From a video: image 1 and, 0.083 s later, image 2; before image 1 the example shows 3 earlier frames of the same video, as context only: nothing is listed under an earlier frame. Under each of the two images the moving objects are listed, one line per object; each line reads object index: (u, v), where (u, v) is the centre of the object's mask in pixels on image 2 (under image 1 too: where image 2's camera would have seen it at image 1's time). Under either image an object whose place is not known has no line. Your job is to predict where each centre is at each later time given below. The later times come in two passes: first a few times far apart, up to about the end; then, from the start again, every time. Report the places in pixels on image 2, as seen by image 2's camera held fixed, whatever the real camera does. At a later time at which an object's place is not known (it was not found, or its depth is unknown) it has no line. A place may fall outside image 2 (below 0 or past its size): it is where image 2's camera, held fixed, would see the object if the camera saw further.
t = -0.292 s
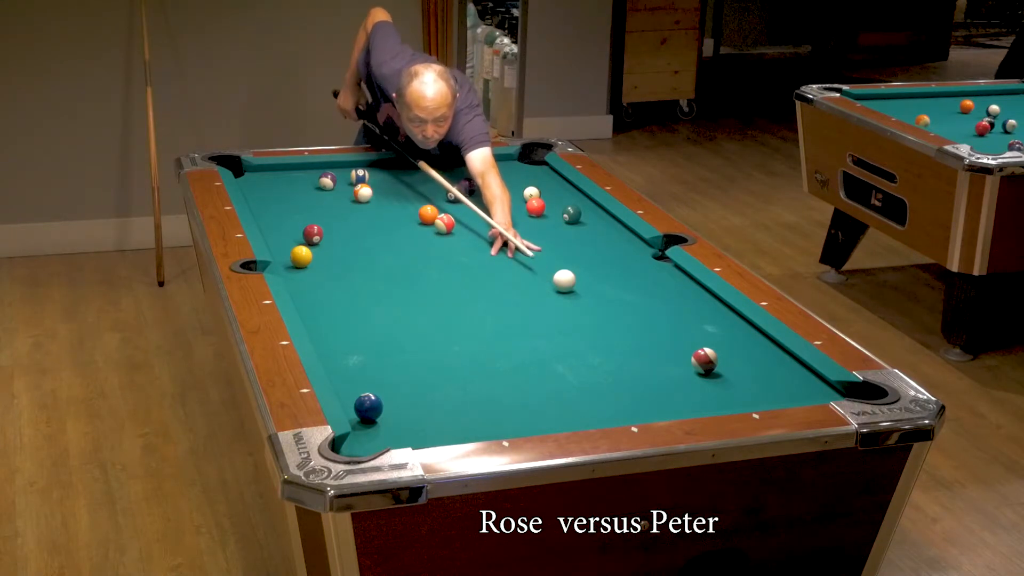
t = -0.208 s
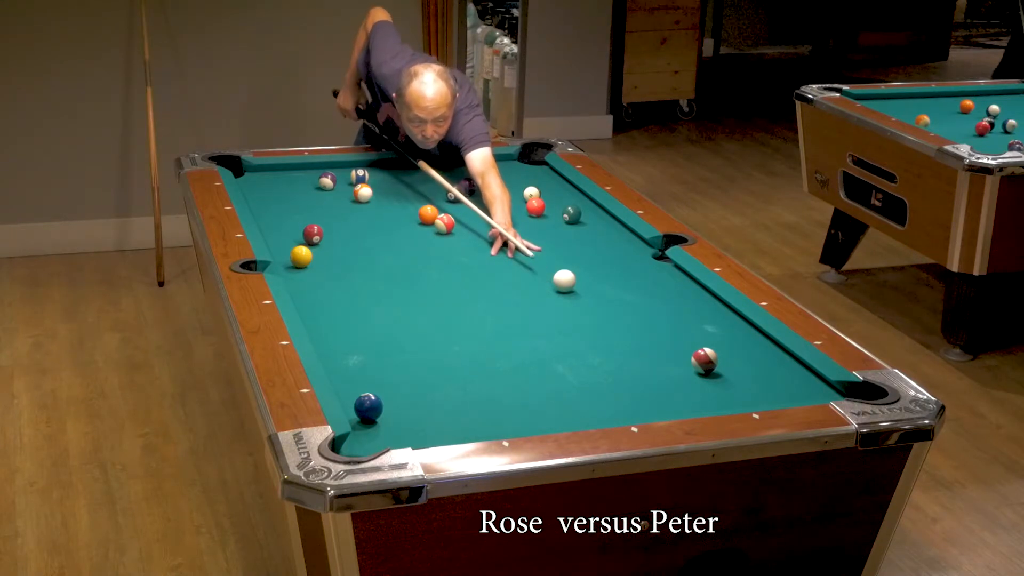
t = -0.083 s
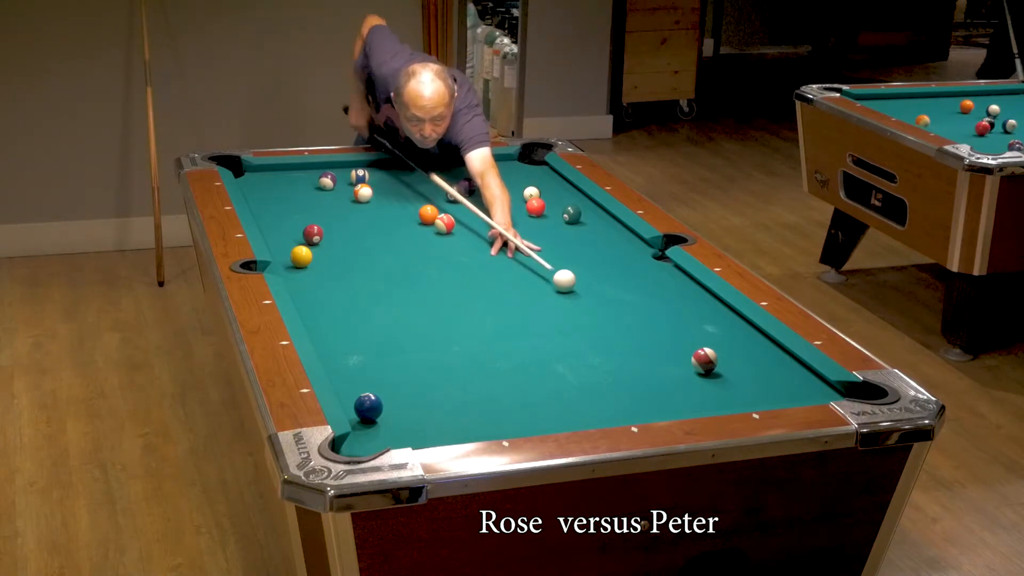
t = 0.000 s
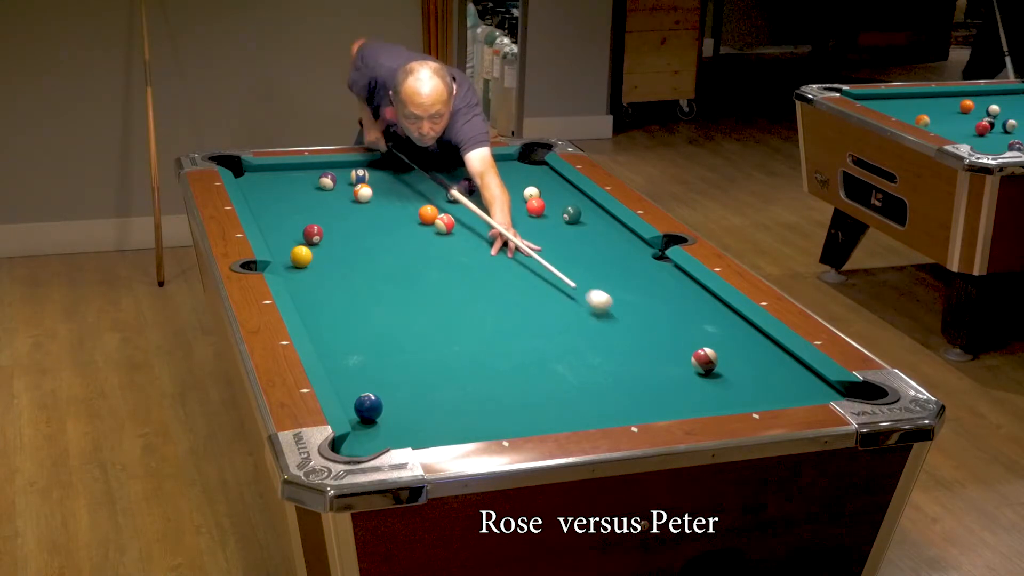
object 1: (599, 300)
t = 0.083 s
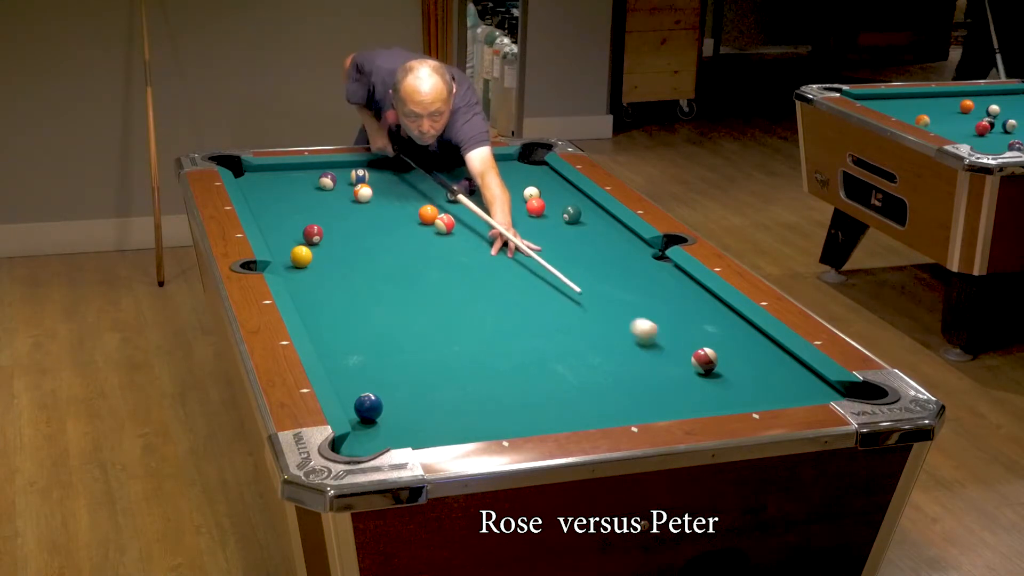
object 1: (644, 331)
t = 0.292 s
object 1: (663, 387)
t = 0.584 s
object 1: (585, 391)
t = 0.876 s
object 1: (483, 361)
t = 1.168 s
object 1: (393, 334)
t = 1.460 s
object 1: (313, 311)
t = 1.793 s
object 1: (327, 285)
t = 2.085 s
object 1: (345, 264)
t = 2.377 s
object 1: (360, 247)
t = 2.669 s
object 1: (374, 231)
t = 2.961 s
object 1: (385, 218)
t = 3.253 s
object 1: (396, 206)
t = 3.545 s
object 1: (405, 195)
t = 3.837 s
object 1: (414, 186)
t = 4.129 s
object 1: (421, 177)
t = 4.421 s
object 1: (427, 170)
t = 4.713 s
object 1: (433, 163)
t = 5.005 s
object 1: (440, 161)
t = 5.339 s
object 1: (450, 164)
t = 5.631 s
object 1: (456, 166)
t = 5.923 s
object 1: (461, 167)
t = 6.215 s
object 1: (465, 168)
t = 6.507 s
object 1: (467, 169)
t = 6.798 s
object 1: (469, 169)
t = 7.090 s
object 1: (469, 169)
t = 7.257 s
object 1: (469, 169)
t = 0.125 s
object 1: (667, 346)
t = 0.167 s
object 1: (676, 359)
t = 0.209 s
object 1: (670, 367)
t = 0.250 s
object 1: (665, 377)
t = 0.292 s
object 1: (663, 387)
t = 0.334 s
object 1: (662, 398)
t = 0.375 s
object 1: (661, 406)
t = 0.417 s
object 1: (651, 408)
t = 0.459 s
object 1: (633, 405)
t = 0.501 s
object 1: (617, 400)
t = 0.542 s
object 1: (601, 395)
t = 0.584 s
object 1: (585, 391)
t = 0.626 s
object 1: (570, 387)
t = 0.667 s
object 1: (555, 382)
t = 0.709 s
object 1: (540, 378)
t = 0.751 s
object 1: (526, 374)
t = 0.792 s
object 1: (512, 369)
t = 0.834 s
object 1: (497, 365)
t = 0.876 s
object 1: (483, 361)
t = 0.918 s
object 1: (470, 357)
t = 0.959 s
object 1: (457, 353)
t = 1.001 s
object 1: (444, 349)
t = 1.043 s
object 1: (431, 345)
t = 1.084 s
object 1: (418, 342)
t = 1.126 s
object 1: (406, 338)
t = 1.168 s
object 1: (393, 334)
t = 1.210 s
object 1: (381, 331)
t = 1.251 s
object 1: (370, 327)
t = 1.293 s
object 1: (358, 324)
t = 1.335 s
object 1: (347, 321)
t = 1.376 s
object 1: (335, 317)
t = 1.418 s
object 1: (324, 314)
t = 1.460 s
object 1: (313, 311)
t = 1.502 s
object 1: (307, 307)
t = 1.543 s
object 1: (310, 304)
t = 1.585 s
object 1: (314, 300)
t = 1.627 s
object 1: (316, 297)
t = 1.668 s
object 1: (319, 294)
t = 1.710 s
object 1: (322, 291)
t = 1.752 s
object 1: (324, 288)
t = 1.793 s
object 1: (327, 285)
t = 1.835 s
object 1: (330, 281)
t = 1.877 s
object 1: (332, 279)
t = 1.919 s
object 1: (335, 276)
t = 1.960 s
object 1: (337, 273)
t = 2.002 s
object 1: (340, 270)
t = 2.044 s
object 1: (342, 267)
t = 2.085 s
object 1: (345, 264)
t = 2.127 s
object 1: (347, 262)
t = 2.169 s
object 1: (349, 259)
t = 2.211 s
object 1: (351, 257)
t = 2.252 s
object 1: (354, 254)
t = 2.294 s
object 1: (356, 252)
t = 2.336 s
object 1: (358, 249)
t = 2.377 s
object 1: (360, 247)
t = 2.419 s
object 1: (362, 244)
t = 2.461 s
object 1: (364, 242)
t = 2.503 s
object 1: (366, 240)
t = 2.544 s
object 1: (368, 238)
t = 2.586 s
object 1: (370, 236)
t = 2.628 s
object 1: (372, 233)
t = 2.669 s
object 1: (374, 231)
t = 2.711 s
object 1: (375, 229)
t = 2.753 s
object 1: (377, 227)
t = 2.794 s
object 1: (379, 225)
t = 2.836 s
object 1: (380, 223)
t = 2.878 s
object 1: (382, 222)
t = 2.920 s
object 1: (384, 220)
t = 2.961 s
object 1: (385, 218)
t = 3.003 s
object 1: (387, 216)
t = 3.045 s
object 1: (388, 214)
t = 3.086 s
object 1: (390, 212)
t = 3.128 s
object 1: (391, 211)
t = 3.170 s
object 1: (393, 209)
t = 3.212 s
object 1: (394, 207)
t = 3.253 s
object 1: (396, 206)
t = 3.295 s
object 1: (397, 204)
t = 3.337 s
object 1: (399, 203)
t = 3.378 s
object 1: (400, 201)
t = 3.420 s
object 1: (401, 200)
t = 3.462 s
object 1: (403, 198)
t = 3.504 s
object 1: (404, 196)
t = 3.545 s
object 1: (405, 195)
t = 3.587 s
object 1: (407, 194)
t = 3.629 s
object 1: (408, 192)
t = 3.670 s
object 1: (409, 191)
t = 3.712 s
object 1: (410, 190)
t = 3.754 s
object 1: (411, 188)
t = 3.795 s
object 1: (413, 187)
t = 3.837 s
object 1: (414, 186)
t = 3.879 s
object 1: (415, 184)
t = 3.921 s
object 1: (416, 183)
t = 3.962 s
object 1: (417, 182)
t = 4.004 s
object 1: (418, 181)
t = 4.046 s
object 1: (419, 180)
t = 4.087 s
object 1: (420, 179)
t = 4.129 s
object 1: (421, 177)
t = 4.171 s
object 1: (422, 176)
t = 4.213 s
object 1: (423, 175)
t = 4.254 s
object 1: (424, 174)
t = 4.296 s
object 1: (425, 173)
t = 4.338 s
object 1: (426, 172)
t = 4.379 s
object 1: (427, 171)
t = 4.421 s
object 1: (427, 170)
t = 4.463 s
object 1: (428, 169)
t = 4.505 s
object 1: (429, 168)
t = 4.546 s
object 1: (430, 167)
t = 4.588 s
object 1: (431, 166)
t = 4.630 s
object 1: (432, 165)
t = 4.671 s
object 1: (432, 164)
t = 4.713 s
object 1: (433, 163)
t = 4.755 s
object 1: (434, 162)
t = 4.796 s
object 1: (435, 162)
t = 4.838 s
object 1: (436, 161)
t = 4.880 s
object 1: (436, 160)
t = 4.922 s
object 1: (438, 161)
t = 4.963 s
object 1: (439, 161)
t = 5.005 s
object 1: (440, 161)
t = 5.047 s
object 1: (442, 162)
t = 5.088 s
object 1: (443, 162)
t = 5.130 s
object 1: (444, 162)
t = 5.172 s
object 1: (445, 163)
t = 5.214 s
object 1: (446, 163)
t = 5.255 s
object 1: (448, 163)
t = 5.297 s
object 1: (449, 164)
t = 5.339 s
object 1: (450, 164)
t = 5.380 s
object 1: (451, 164)
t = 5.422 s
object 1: (452, 165)
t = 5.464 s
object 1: (453, 165)
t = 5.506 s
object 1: (453, 165)
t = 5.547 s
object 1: (454, 165)
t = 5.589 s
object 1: (455, 166)
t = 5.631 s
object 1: (456, 166)
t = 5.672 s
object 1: (457, 166)
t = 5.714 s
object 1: (458, 166)
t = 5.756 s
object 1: (458, 166)
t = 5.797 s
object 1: (459, 167)
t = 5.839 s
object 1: (460, 167)
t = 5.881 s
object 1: (460, 167)
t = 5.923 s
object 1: (461, 167)
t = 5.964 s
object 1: (461, 167)
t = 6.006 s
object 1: (462, 168)
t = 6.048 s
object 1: (463, 168)
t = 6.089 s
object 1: (463, 168)
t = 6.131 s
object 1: (464, 168)
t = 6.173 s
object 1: (464, 168)
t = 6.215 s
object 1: (465, 168)
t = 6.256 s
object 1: (465, 168)
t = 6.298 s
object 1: (465, 169)
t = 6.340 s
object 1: (466, 169)
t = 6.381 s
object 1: (466, 169)
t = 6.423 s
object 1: (467, 169)
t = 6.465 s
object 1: (467, 169)
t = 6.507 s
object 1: (467, 169)
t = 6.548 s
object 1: (468, 169)
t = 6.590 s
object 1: (468, 169)
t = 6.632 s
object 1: (468, 169)
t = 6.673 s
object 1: (468, 169)
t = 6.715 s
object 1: (469, 169)
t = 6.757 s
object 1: (469, 169)
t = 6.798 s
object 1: (469, 169)
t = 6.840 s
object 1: (469, 169)
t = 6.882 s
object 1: (469, 169)
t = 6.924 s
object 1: (469, 169)
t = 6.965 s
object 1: (469, 169)
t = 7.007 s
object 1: (469, 169)
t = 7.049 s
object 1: (469, 169)
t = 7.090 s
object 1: (469, 169)
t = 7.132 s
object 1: (469, 169)
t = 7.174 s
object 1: (469, 169)
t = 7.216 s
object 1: (469, 169)
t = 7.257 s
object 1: (469, 169)
